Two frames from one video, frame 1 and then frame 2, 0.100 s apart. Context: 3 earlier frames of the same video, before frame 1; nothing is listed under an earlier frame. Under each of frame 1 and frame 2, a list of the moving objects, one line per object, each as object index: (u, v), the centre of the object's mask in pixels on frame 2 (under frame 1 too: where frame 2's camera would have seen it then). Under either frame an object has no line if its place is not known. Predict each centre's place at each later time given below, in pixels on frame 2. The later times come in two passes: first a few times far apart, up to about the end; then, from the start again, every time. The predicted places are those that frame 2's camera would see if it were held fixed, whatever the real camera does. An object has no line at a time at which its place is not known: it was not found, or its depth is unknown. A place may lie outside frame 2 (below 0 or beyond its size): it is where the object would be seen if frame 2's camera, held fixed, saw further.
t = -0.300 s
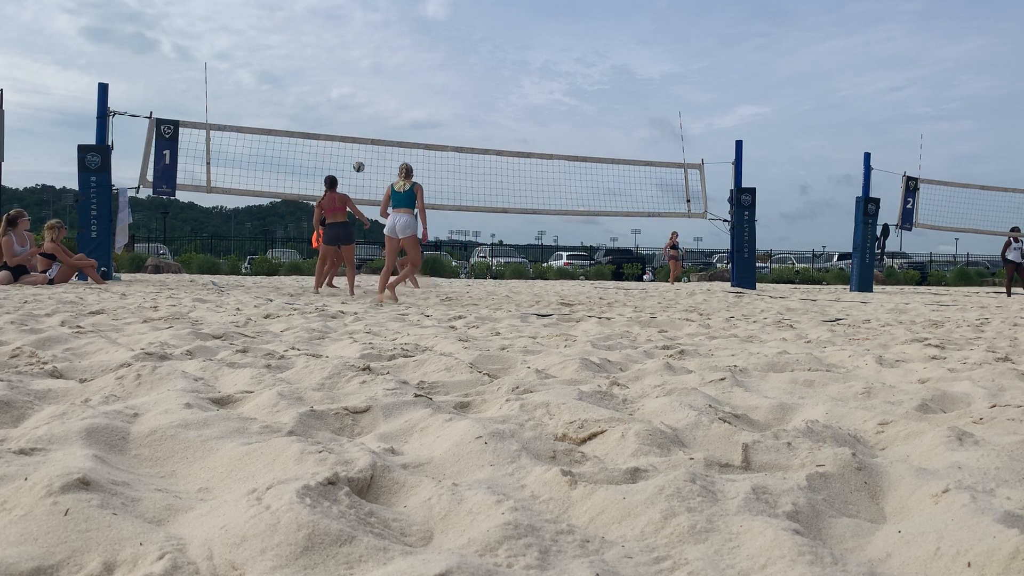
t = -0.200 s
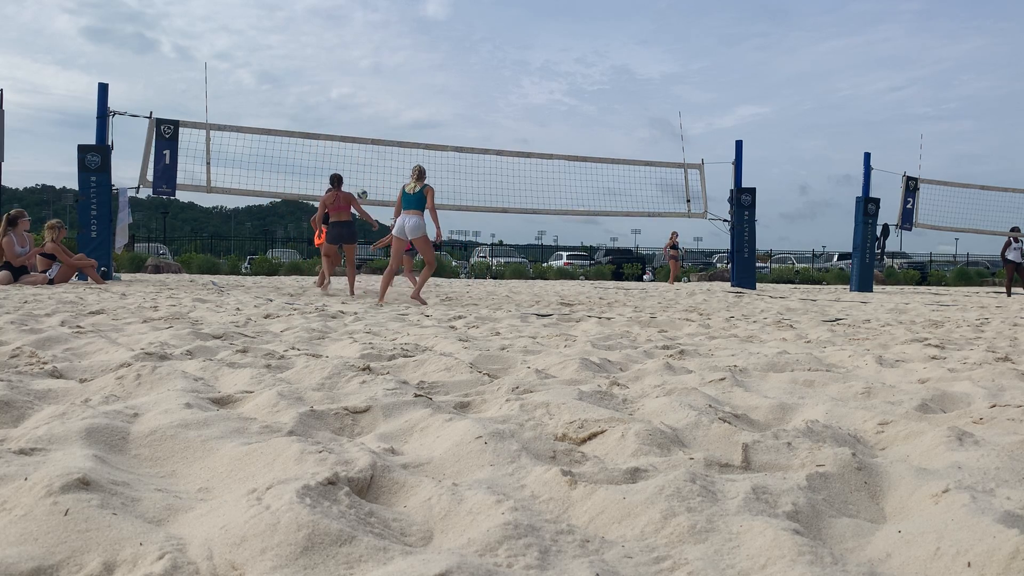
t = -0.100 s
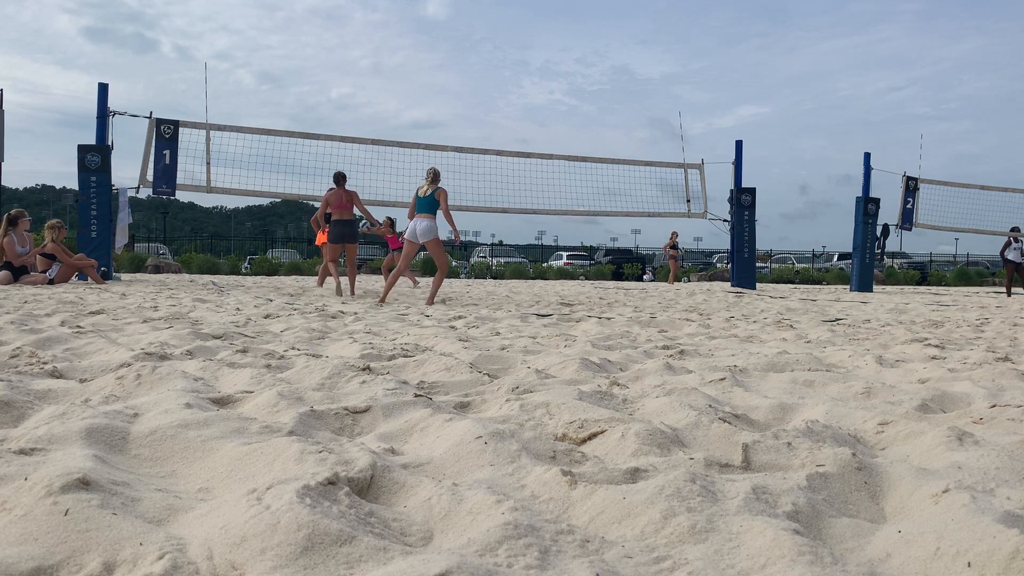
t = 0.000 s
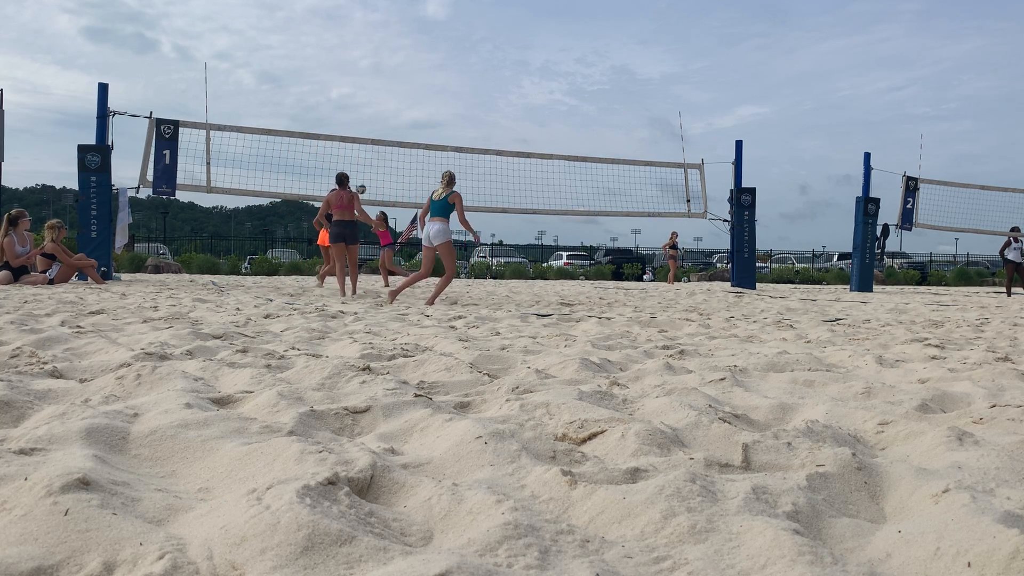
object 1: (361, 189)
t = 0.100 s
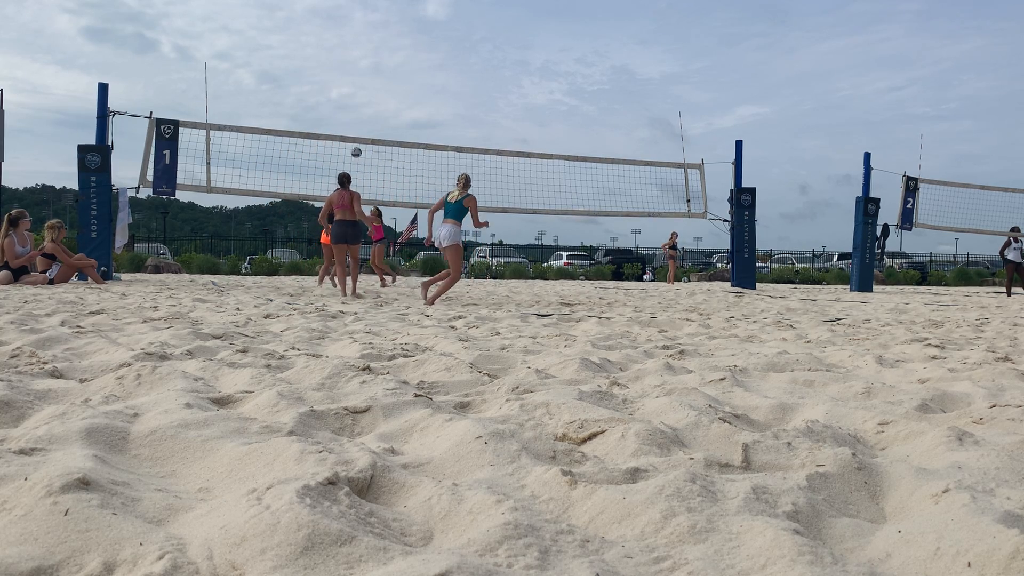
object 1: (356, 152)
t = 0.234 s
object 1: (350, 111)
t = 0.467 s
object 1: (339, 59)
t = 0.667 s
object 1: (329, 35)
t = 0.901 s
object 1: (316, 33)
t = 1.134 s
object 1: (302, 61)
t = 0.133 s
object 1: (354, 144)
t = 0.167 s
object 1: (353, 131)
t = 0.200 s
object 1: (352, 121)
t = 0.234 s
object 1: (350, 111)
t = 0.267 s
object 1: (349, 102)
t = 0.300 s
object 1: (347, 94)
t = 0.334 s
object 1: (346, 86)
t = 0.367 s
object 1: (344, 78)
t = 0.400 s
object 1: (343, 71)
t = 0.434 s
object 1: (341, 65)
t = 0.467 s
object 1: (339, 59)
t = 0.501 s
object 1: (338, 53)
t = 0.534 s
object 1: (336, 48)
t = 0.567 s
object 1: (334, 44)
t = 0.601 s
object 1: (333, 40)
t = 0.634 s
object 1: (331, 37)
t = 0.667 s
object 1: (329, 35)
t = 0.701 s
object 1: (327, 33)
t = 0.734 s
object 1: (326, 31)
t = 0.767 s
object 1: (324, 30)
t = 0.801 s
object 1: (322, 30)
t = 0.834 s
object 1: (320, 30)
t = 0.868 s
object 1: (318, 31)
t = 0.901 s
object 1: (316, 33)
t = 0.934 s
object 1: (314, 35)
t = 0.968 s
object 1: (312, 38)
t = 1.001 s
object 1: (310, 41)
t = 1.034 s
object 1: (308, 45)
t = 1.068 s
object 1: (306, 50)
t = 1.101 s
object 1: (304, 55)
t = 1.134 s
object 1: (302, 61)
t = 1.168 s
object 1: (300, 67)
